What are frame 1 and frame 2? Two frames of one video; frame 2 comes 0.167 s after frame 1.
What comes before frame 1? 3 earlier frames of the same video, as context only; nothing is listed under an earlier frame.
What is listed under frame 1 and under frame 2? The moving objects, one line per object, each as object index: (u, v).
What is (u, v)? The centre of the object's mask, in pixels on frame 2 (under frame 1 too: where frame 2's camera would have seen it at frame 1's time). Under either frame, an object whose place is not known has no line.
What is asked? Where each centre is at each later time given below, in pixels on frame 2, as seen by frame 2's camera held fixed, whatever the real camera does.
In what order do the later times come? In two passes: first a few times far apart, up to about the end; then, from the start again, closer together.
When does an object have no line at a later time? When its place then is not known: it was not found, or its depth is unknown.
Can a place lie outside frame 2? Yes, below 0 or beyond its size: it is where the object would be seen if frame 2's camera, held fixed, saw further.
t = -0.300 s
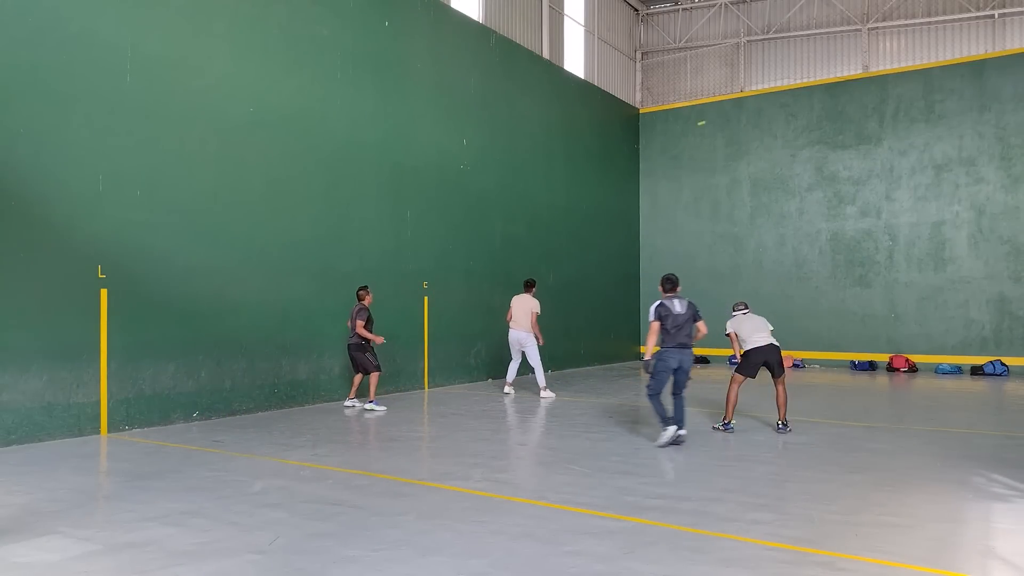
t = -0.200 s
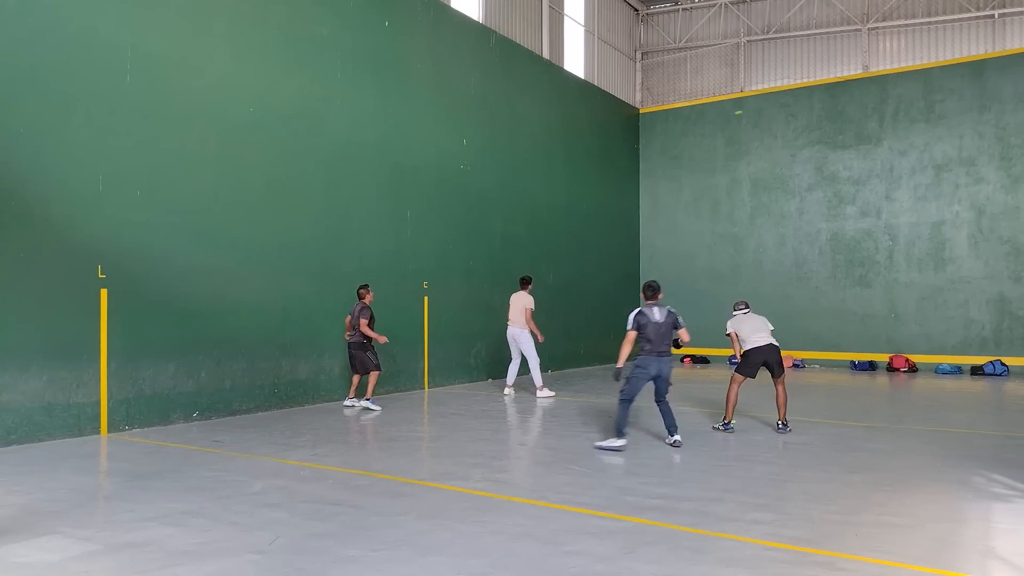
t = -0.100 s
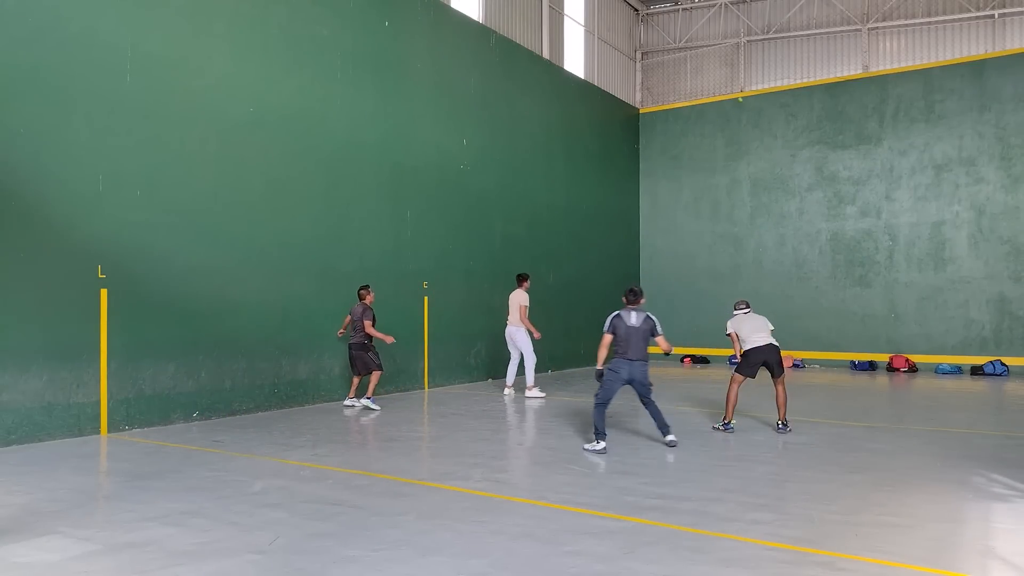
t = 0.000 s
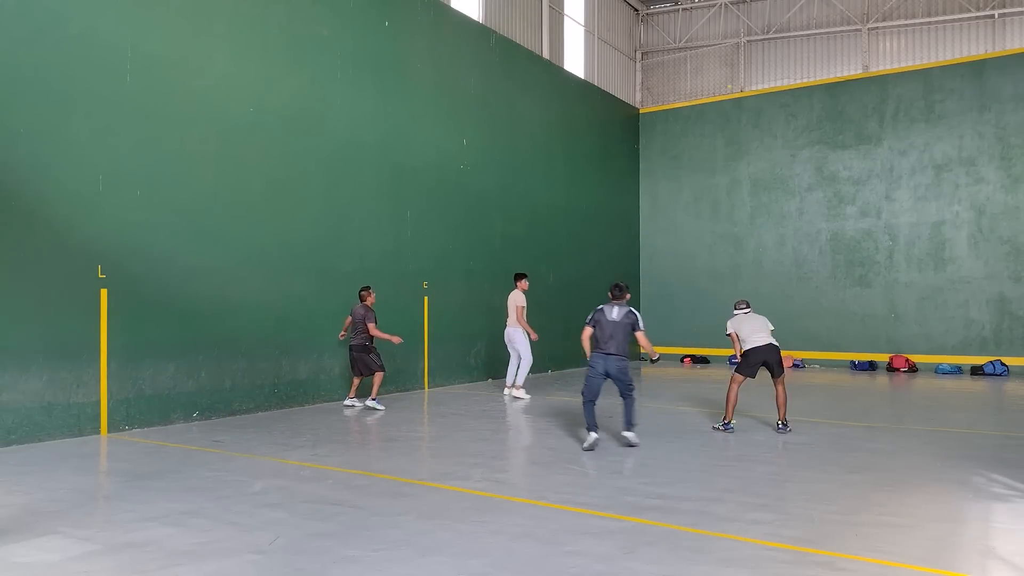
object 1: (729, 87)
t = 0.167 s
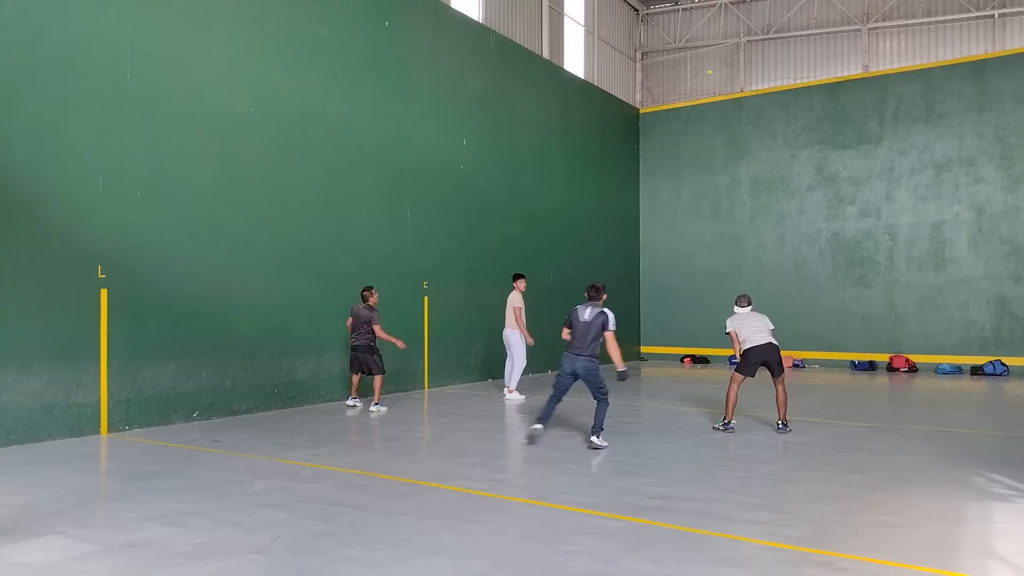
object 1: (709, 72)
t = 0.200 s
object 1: (704, 71)
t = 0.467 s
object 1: (663, 79)
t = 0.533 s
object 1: (651, 88)
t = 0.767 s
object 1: (598, 154)
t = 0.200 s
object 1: (704, 71)
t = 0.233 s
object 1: (700, 70)
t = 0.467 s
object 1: (663, 79)
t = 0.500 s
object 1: (657, 83)
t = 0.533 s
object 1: (651, 88)
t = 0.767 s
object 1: (598, 154)
